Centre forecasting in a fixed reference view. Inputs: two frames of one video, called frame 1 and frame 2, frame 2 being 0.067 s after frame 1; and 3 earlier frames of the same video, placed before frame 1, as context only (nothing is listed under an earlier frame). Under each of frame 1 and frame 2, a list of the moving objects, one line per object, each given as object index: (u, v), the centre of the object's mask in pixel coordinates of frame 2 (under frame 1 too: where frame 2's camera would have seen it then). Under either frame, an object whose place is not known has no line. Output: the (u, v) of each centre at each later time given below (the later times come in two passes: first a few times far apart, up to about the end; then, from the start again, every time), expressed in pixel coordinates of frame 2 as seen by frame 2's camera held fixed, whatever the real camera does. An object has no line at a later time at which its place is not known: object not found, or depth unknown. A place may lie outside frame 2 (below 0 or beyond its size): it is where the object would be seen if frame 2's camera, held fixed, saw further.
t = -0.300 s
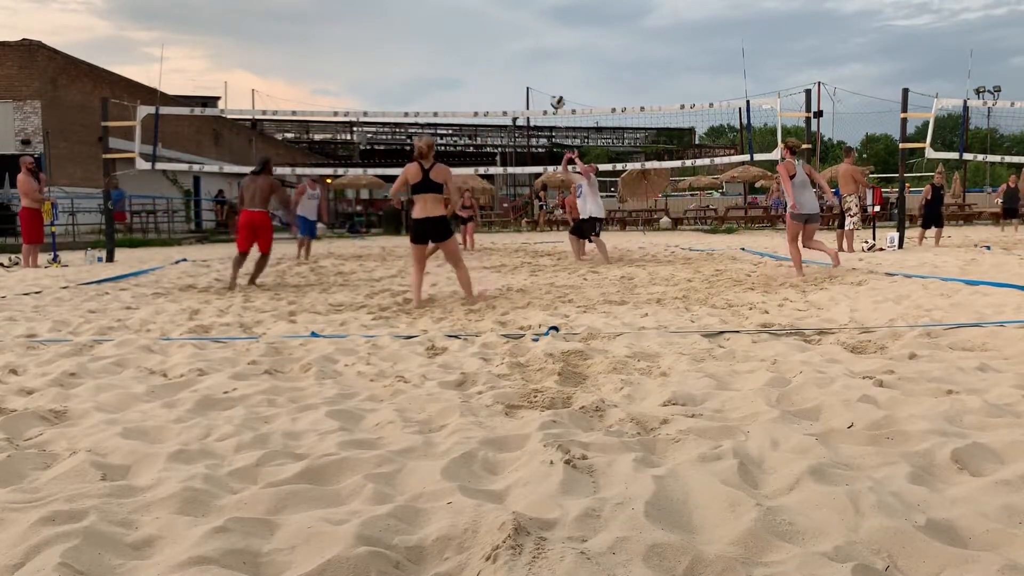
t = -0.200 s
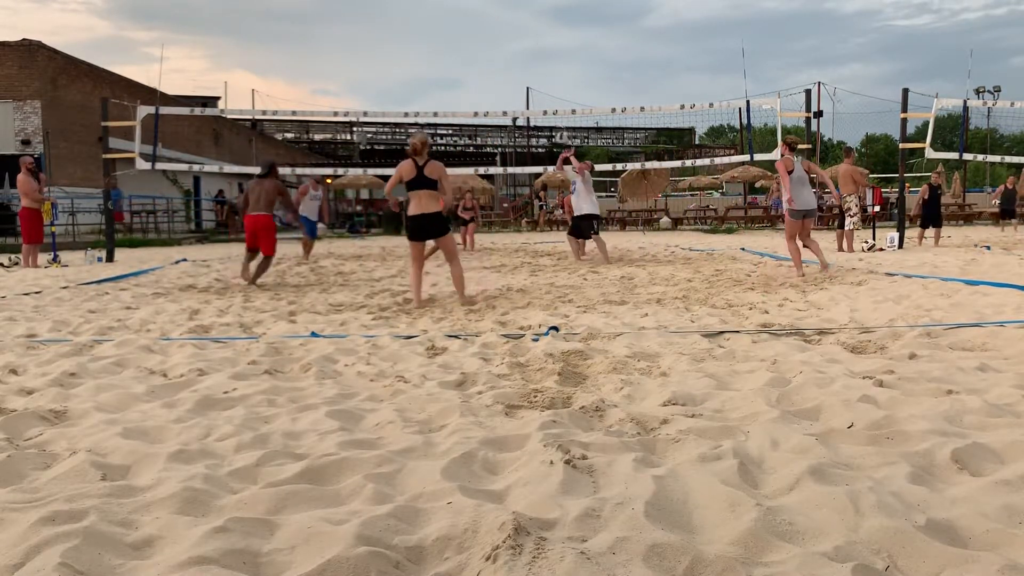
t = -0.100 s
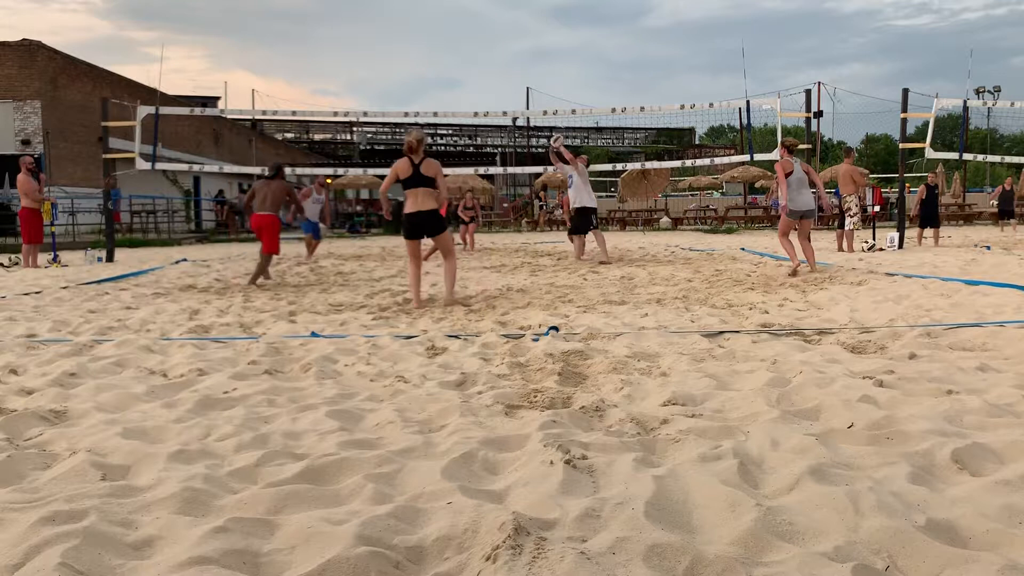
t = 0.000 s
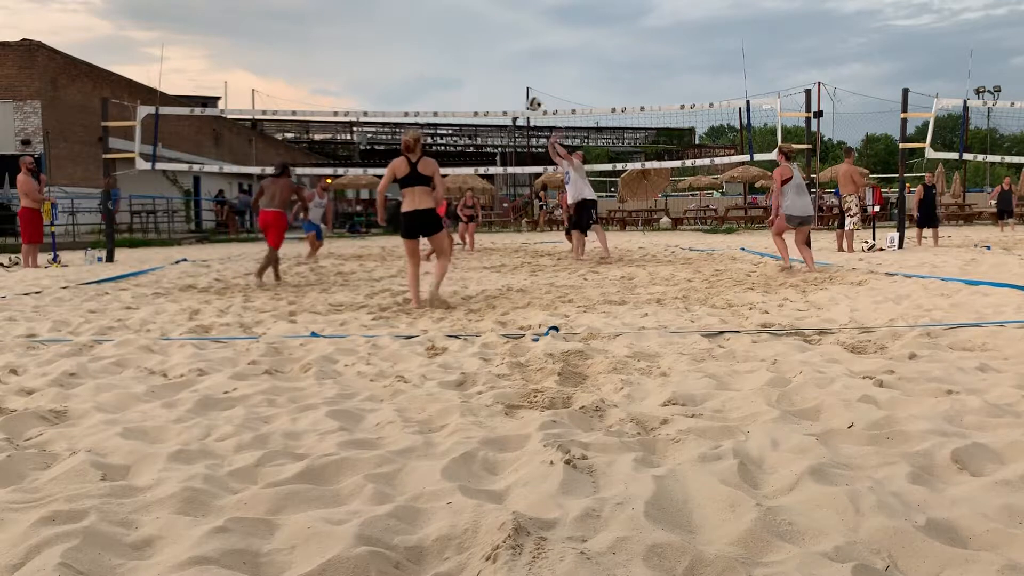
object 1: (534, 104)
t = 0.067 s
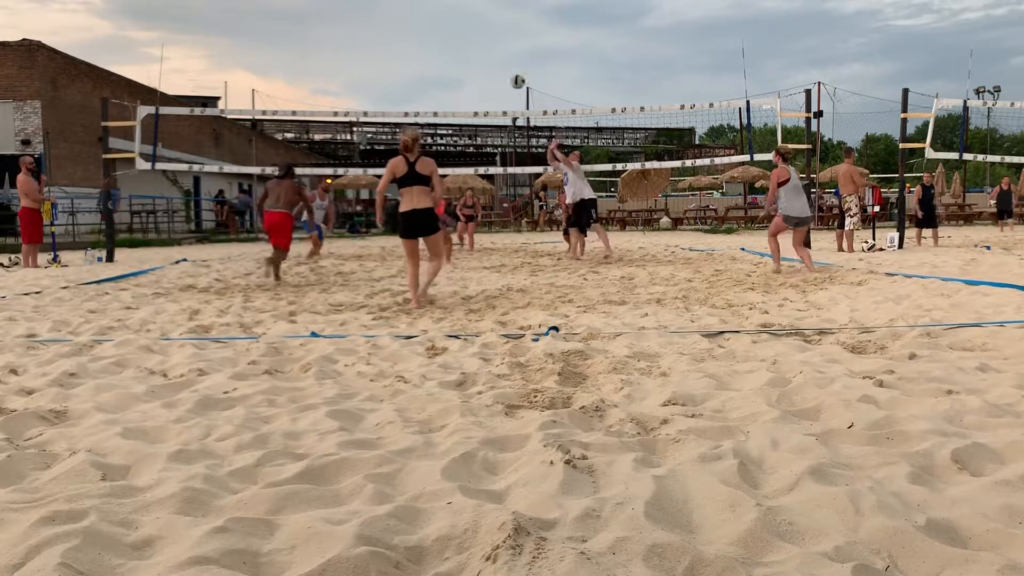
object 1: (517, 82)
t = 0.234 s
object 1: (477, 39)
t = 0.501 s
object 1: (414, 10)
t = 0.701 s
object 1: (368, 20)
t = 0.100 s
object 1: (510, 72)
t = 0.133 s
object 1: (502, 61)
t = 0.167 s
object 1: (494, 52)
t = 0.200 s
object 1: (486, 45)
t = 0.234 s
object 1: (477, 39)
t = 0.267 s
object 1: (469, 33)
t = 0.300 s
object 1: (462, 27)
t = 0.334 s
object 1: (454, 23)
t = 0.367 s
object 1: (445, 18)
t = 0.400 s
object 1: (437, 15)
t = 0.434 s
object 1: (430, 13)
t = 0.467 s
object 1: (422, 11)
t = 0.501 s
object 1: (414, 10)
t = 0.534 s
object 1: (406, 10)
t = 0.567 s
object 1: (399, 10)
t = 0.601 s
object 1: (391, 12)
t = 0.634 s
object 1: (383, 14)
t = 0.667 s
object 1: (375, 17)
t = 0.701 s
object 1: (368, 20)
